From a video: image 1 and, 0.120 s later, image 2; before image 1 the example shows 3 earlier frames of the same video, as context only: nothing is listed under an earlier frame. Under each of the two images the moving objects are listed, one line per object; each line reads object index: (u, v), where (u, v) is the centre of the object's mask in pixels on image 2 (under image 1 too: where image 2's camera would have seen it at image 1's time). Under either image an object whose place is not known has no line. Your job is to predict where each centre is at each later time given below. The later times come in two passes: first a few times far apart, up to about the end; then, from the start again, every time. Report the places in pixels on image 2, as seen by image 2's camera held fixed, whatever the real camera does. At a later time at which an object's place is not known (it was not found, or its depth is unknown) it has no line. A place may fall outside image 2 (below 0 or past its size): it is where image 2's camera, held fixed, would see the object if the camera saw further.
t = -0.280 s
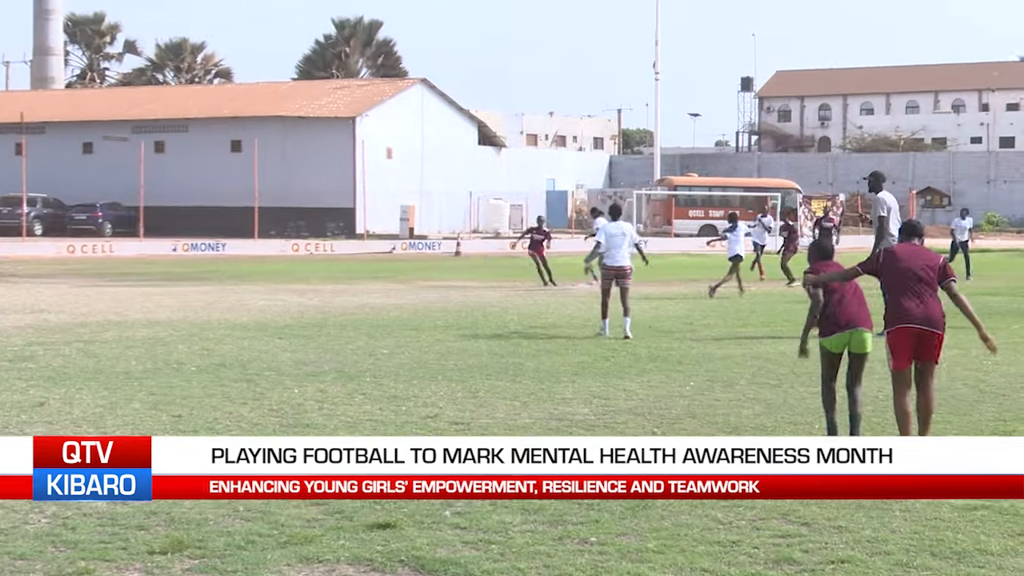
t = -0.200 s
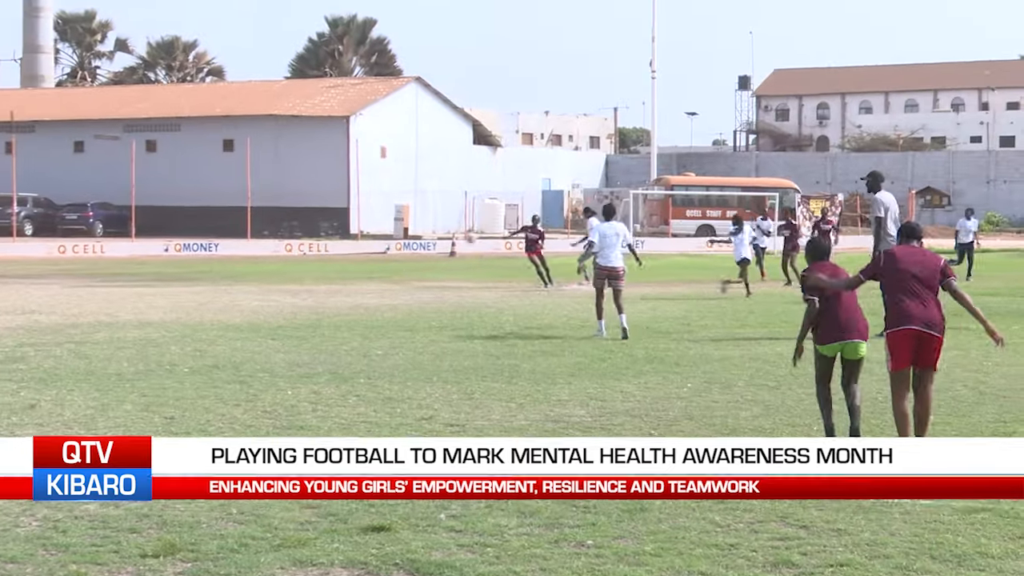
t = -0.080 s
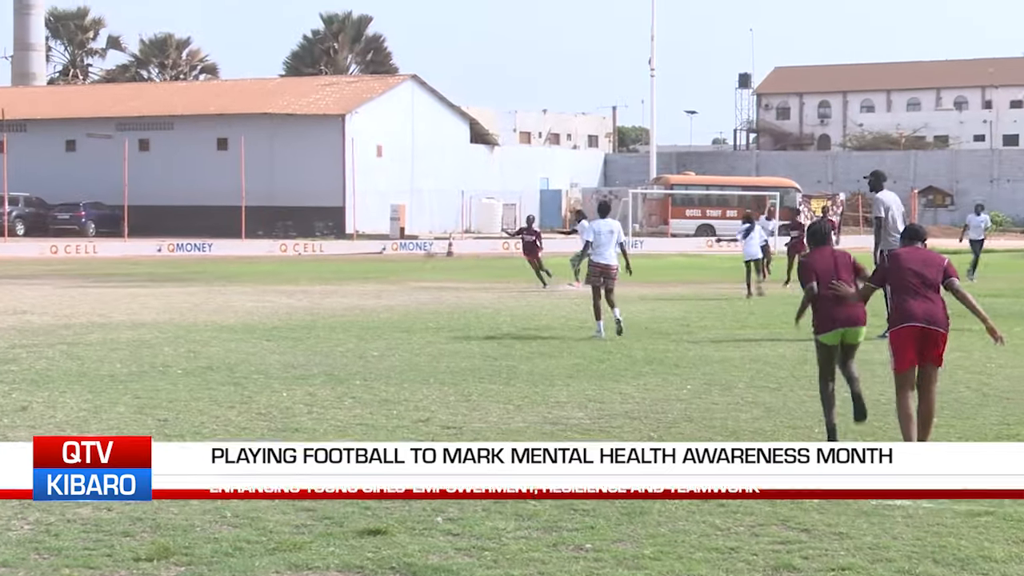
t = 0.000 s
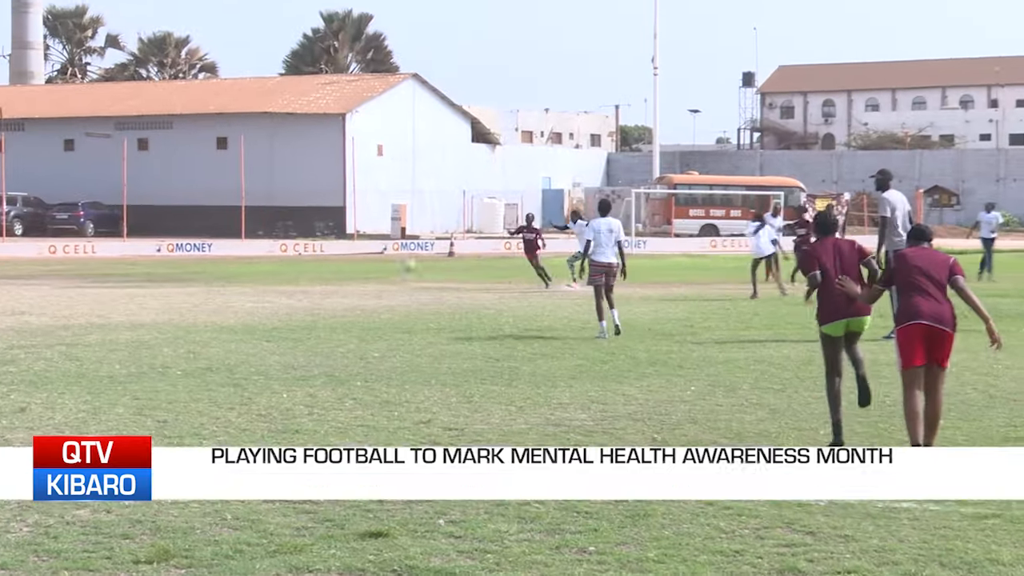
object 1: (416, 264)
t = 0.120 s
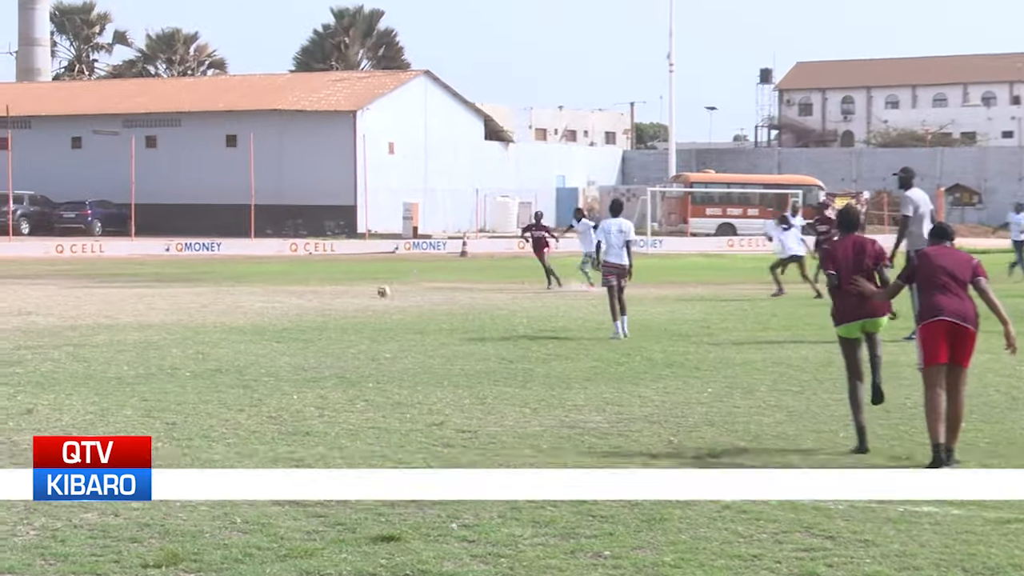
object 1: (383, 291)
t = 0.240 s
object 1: (367, 272)
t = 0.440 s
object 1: (335, 260)
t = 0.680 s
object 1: (291, 277)
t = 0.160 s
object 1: (378, 285)
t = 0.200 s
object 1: (372, 277)
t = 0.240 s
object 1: (367, 272)
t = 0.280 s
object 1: (360, 268)
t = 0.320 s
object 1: (354, 264)
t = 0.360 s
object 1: (349, 262)
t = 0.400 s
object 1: (342, 260)
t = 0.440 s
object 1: (335, 260)
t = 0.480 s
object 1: (328, 260)
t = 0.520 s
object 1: (320, 261)
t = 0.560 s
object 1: (315, 263)
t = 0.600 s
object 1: (306, 267)
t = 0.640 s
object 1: (299, 272)
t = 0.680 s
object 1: (291, 277)
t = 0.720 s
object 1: (283, 283)
